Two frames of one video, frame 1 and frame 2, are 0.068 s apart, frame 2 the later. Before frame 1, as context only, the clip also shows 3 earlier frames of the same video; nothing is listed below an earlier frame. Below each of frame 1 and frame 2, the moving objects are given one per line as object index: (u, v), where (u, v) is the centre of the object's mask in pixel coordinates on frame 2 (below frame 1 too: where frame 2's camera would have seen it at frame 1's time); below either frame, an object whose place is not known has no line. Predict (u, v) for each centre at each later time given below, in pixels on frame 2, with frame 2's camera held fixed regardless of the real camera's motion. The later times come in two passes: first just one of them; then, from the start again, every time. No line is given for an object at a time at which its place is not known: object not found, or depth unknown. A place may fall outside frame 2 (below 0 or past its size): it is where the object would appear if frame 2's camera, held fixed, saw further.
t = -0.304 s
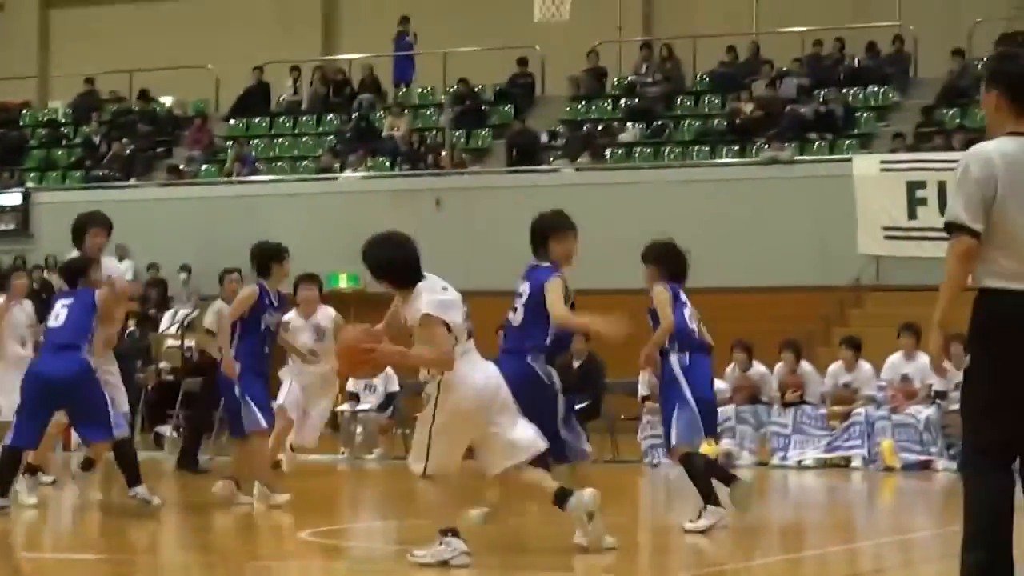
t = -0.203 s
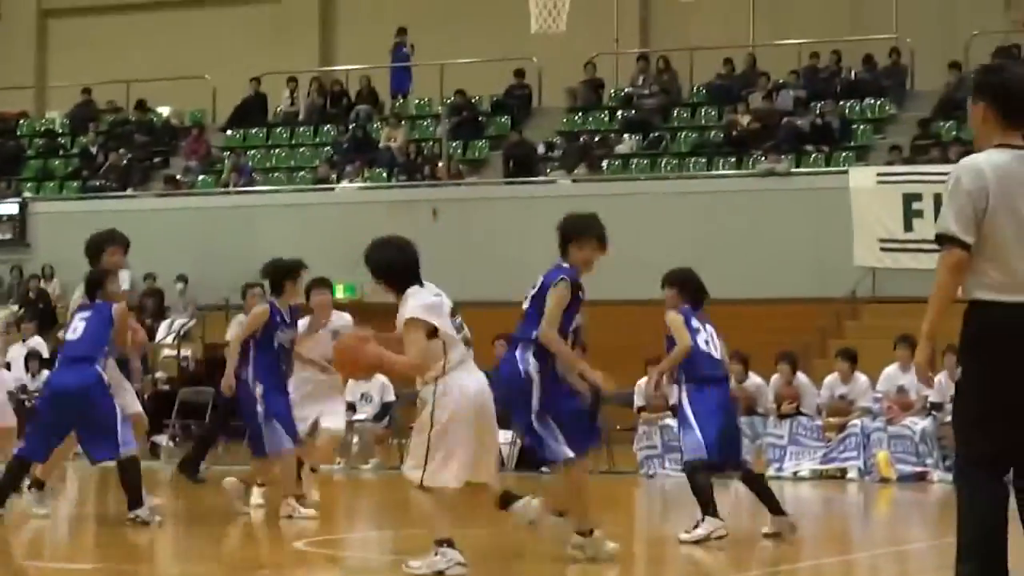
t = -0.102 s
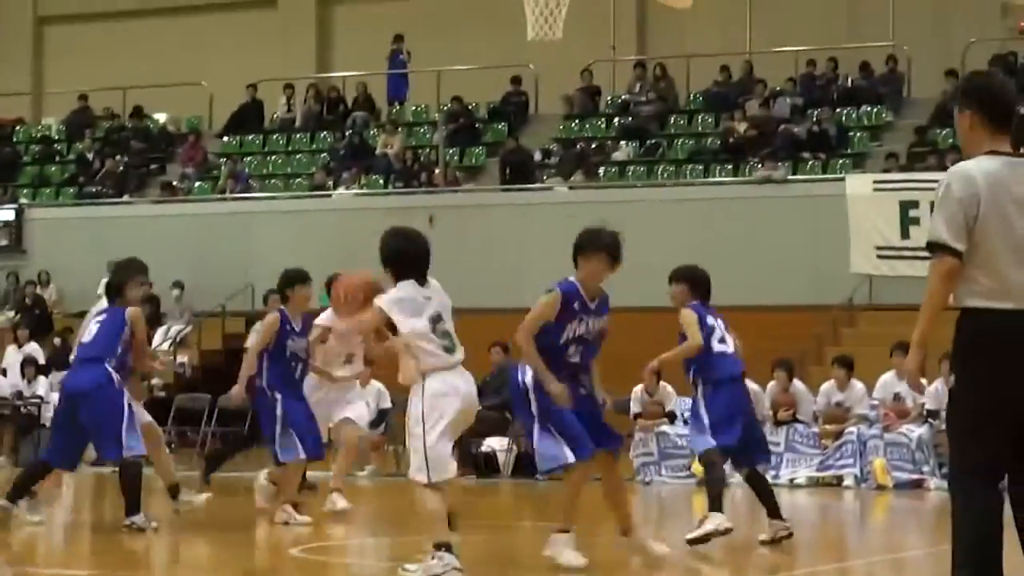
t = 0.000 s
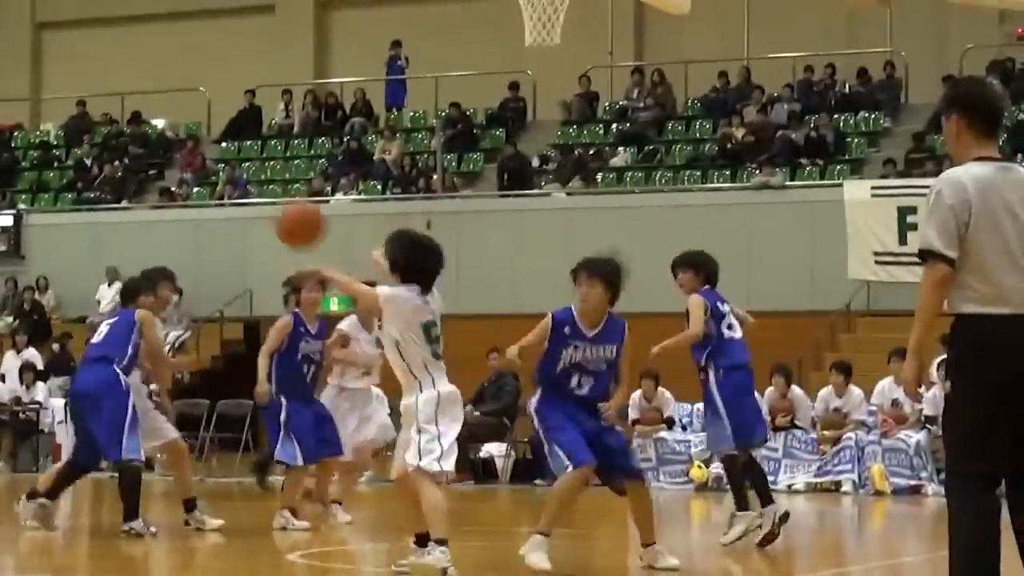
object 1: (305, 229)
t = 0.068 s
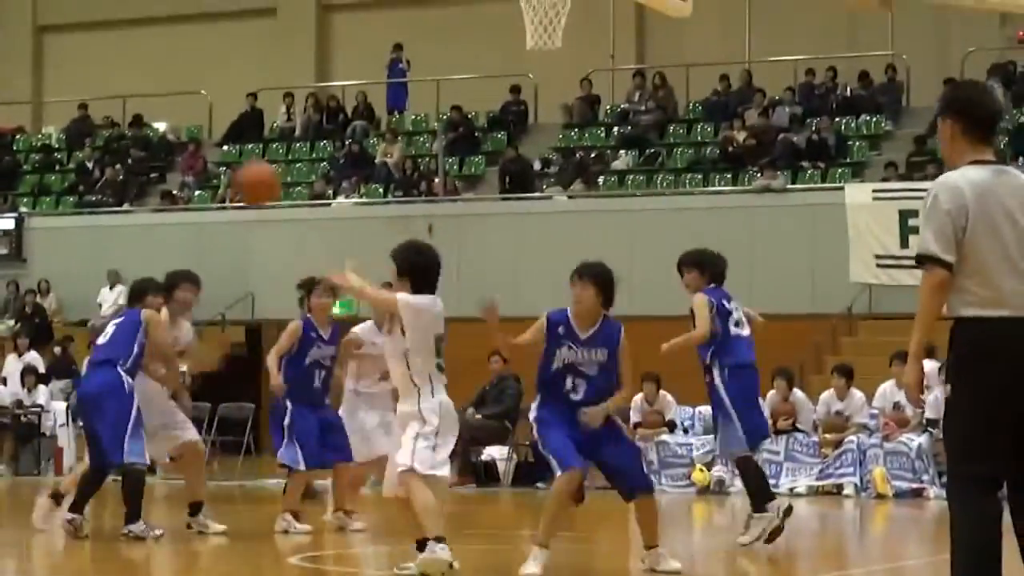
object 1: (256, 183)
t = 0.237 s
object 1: (156, 126)
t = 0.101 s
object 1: (236, 168)
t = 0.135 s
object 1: (215, 155)
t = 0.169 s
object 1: (194, 144)
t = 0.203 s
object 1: (176, 134)
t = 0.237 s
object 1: (156, 126)
